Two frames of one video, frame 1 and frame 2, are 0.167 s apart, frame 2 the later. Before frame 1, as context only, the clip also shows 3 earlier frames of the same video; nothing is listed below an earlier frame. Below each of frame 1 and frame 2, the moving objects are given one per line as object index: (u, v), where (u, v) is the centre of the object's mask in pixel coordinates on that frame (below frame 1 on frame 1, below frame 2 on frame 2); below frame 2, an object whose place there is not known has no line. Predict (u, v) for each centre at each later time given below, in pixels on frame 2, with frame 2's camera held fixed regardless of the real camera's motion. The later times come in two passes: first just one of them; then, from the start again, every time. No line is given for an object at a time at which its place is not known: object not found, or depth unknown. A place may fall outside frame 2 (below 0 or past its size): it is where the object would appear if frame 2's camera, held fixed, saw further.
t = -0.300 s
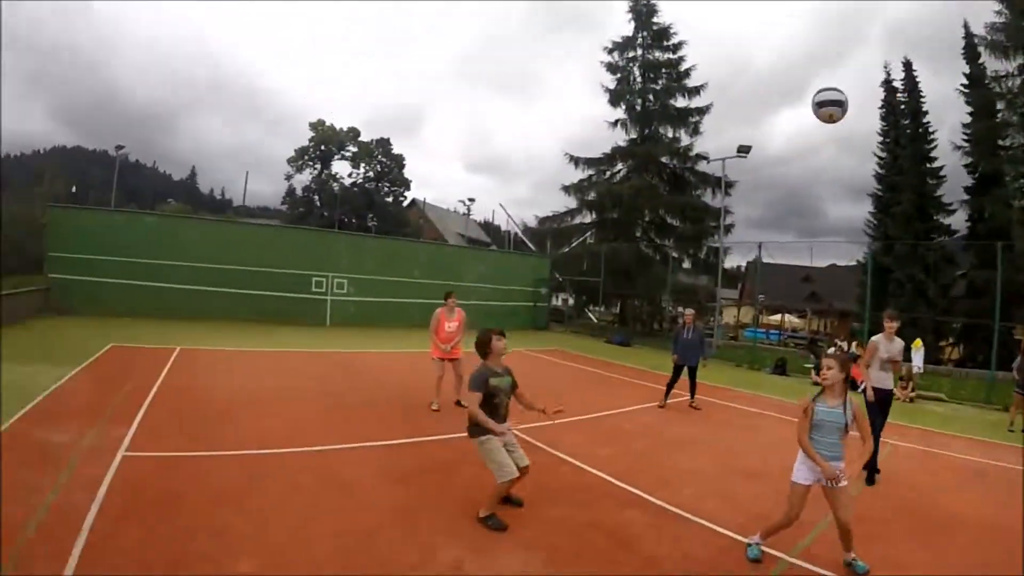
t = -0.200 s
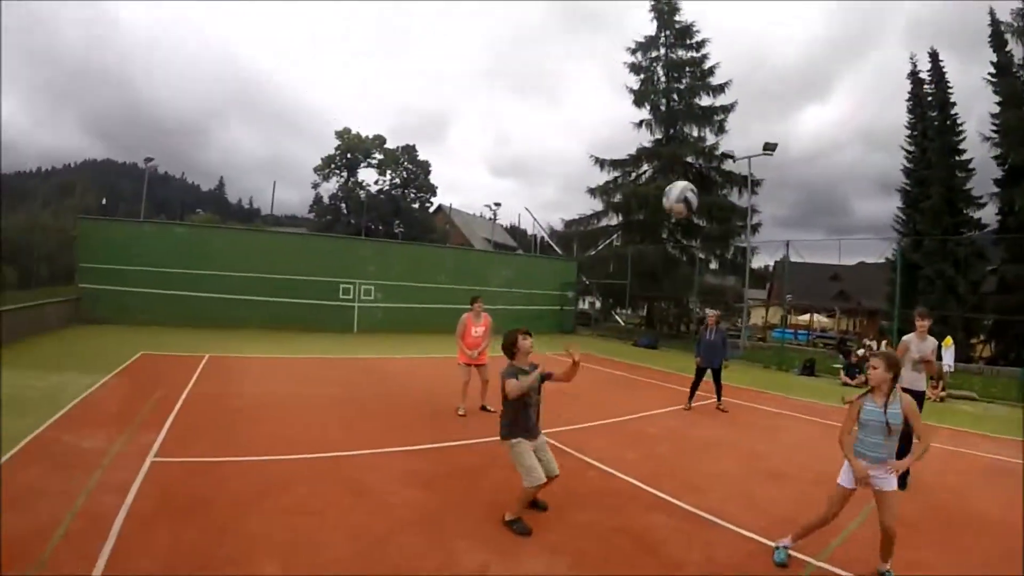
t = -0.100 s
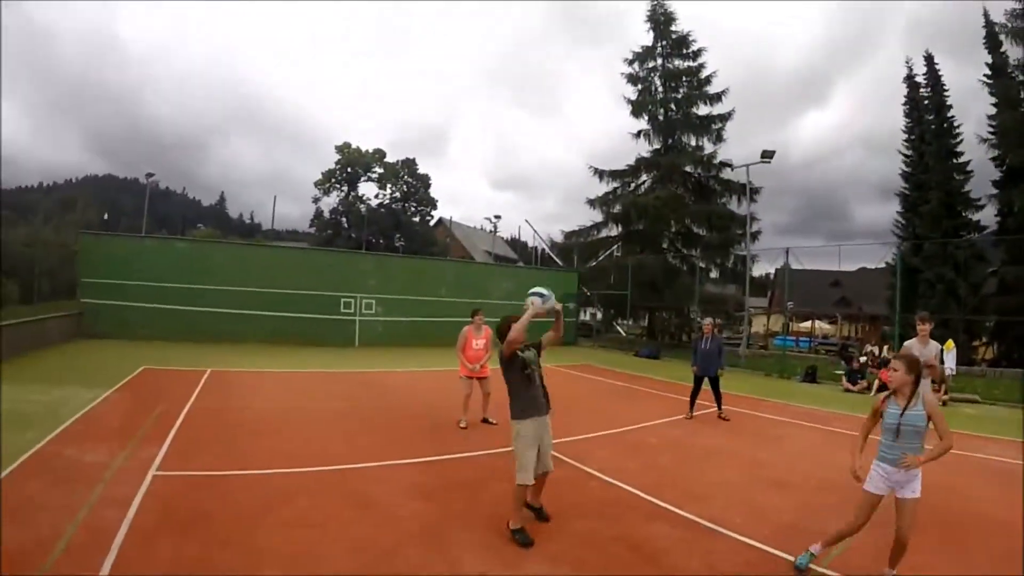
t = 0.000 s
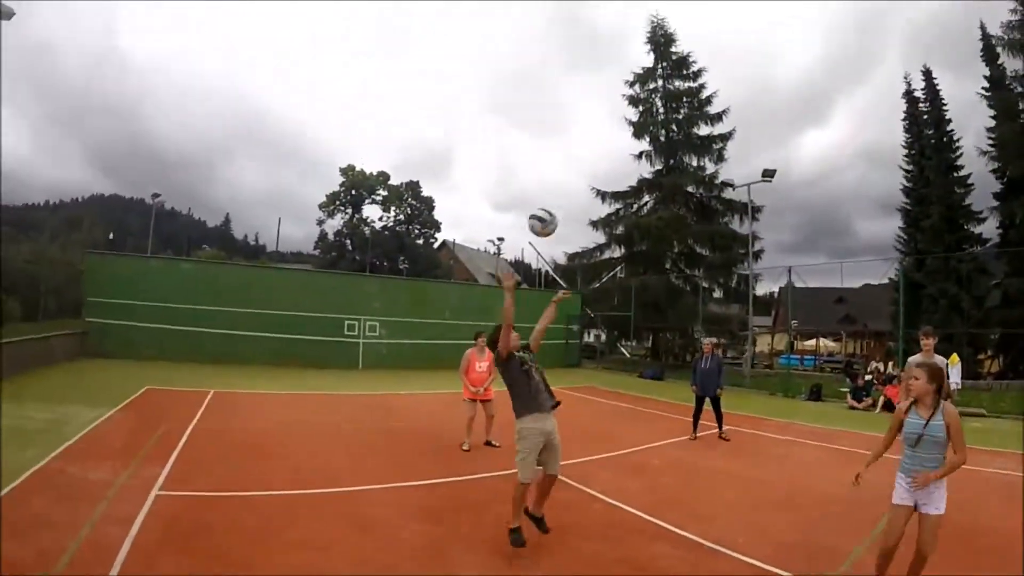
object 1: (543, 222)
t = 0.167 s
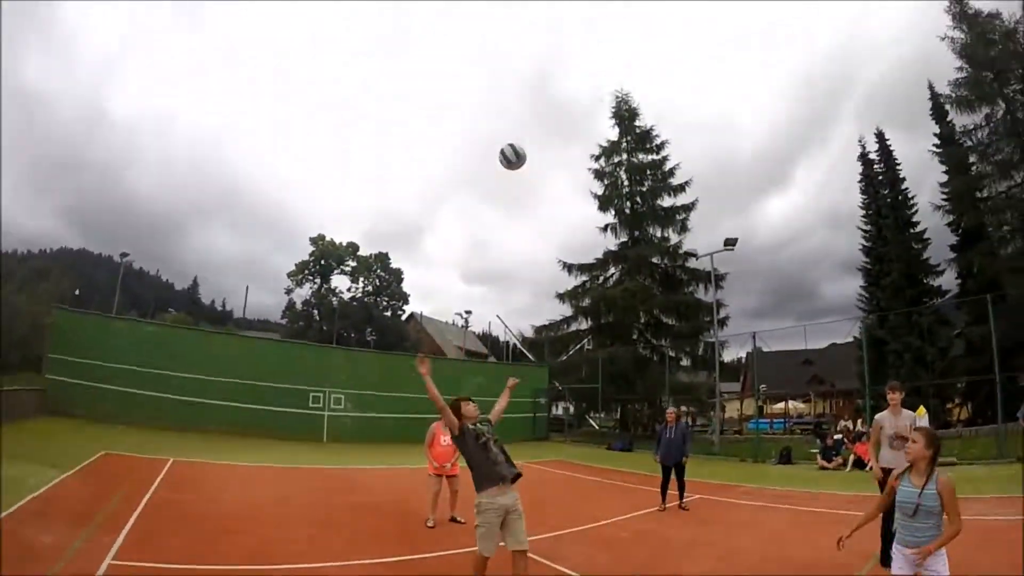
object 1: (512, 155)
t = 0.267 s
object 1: (510, 104)
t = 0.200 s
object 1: (511, 137)
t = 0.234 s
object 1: (510, 121)
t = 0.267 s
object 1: (510, 104)
